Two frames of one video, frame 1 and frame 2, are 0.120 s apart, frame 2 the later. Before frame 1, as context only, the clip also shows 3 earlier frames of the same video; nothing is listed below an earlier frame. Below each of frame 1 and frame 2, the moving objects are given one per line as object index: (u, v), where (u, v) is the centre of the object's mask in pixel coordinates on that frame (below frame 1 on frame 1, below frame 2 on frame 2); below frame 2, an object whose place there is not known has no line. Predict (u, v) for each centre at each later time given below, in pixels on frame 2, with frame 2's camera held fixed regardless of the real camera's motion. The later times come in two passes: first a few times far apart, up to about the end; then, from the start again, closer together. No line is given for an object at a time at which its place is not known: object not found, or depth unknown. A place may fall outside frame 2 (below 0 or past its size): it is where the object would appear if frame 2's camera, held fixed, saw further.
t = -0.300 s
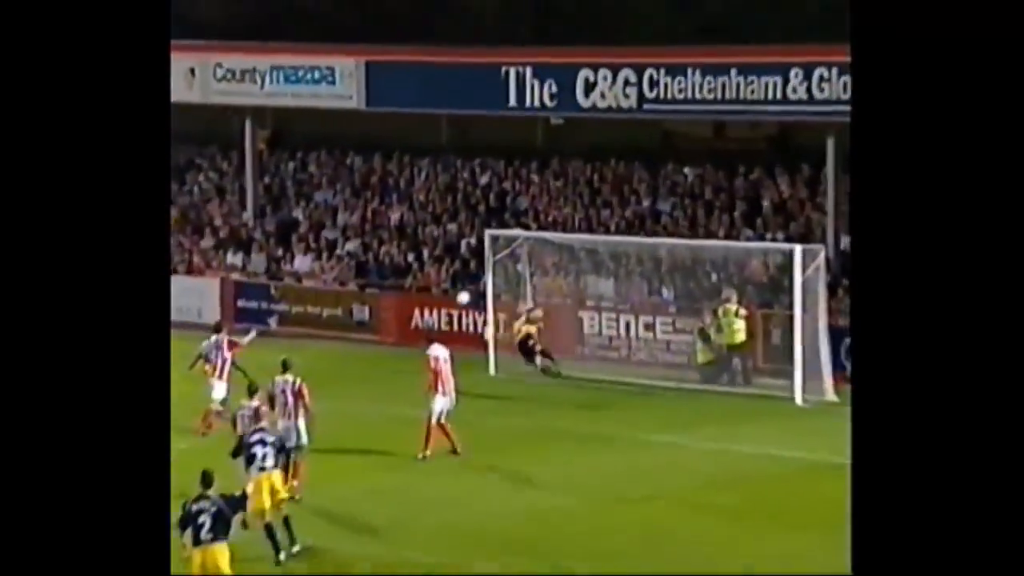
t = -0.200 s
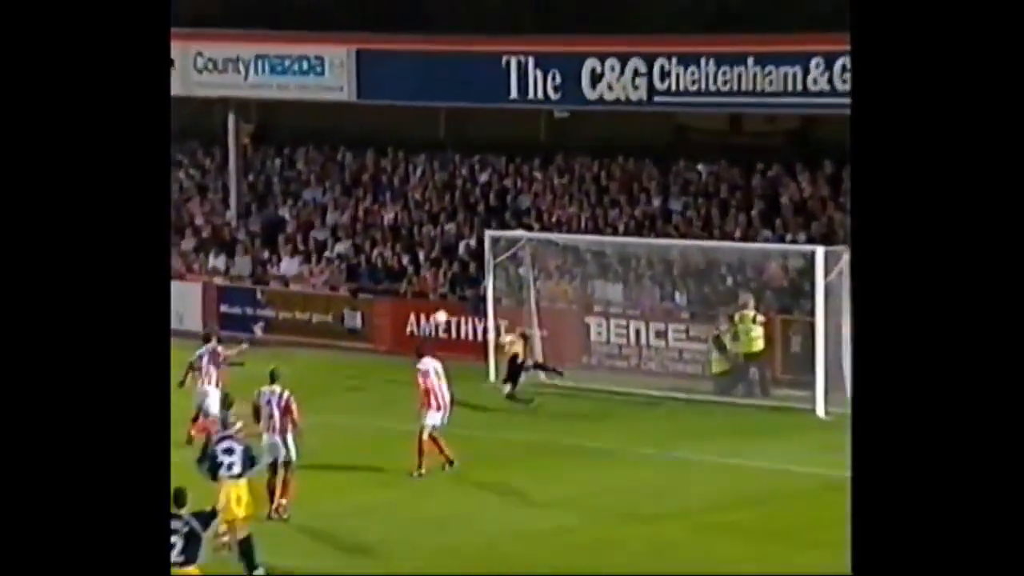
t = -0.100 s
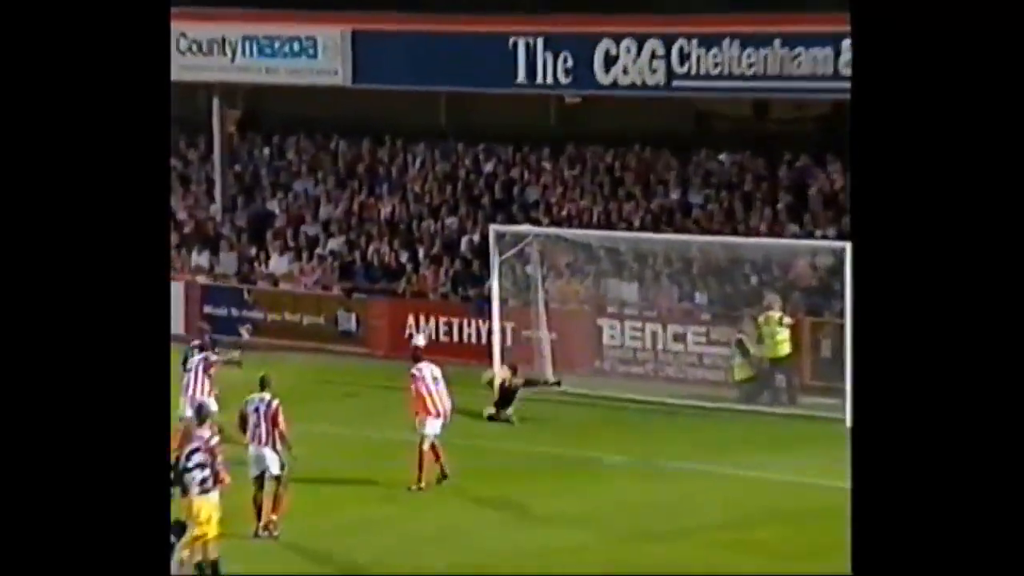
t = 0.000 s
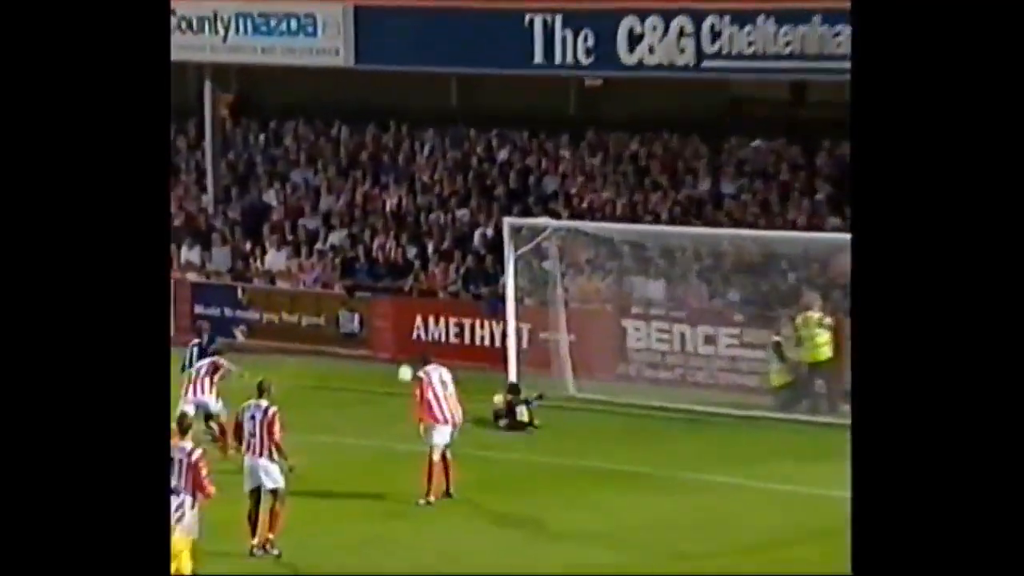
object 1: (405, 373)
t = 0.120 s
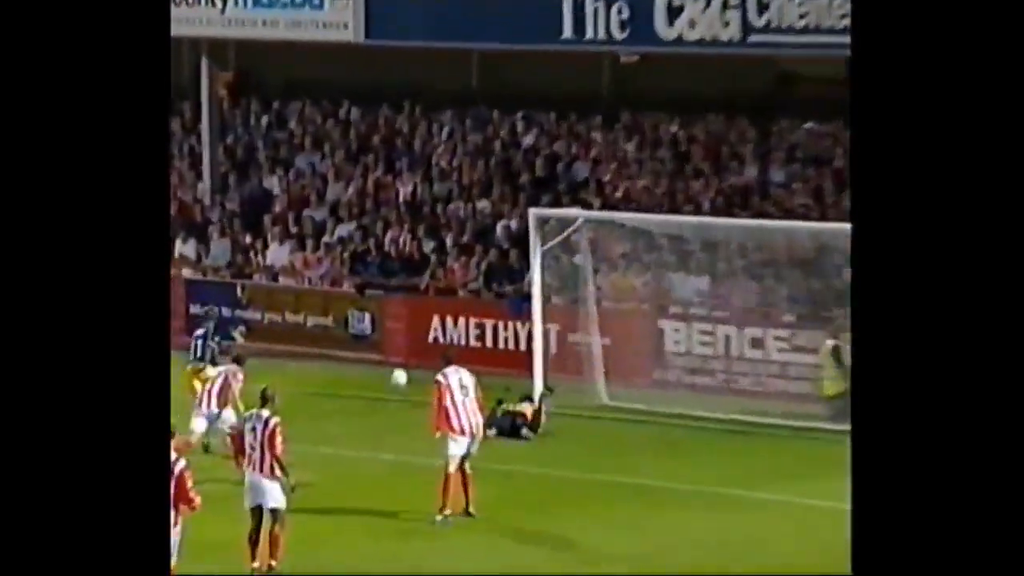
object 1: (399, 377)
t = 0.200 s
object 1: (390, 355)
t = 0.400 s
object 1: (367, 319)
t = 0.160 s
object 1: (394, 364)
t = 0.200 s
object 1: (390, 355)
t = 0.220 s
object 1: (387, 349)
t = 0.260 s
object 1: (382, 341)
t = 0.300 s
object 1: (376, 333)
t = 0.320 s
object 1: (375, 330)
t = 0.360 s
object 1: (371, 324)
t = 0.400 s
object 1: (367, 319)
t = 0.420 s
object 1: (365, 318)
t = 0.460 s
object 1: (360, 315)
